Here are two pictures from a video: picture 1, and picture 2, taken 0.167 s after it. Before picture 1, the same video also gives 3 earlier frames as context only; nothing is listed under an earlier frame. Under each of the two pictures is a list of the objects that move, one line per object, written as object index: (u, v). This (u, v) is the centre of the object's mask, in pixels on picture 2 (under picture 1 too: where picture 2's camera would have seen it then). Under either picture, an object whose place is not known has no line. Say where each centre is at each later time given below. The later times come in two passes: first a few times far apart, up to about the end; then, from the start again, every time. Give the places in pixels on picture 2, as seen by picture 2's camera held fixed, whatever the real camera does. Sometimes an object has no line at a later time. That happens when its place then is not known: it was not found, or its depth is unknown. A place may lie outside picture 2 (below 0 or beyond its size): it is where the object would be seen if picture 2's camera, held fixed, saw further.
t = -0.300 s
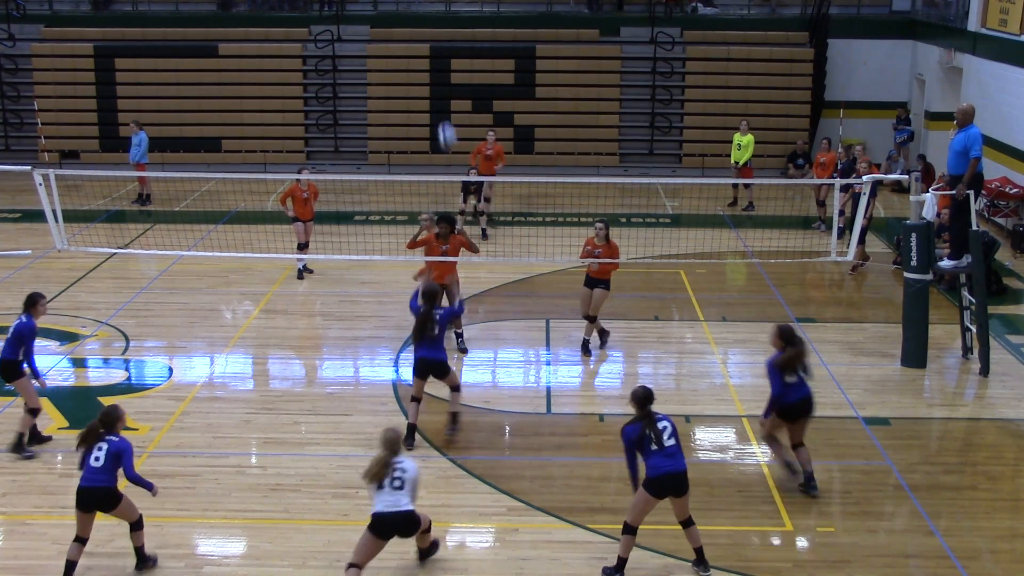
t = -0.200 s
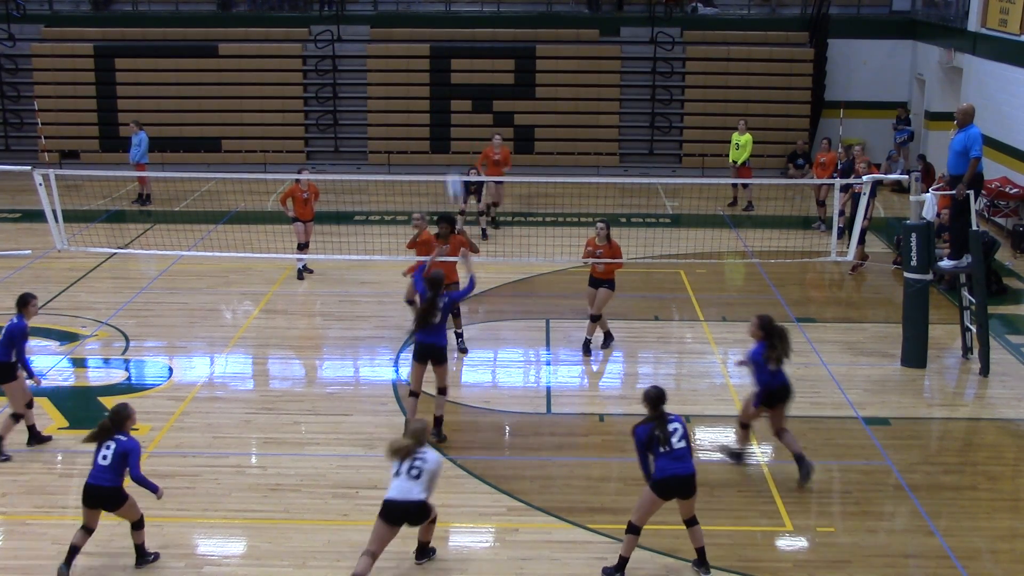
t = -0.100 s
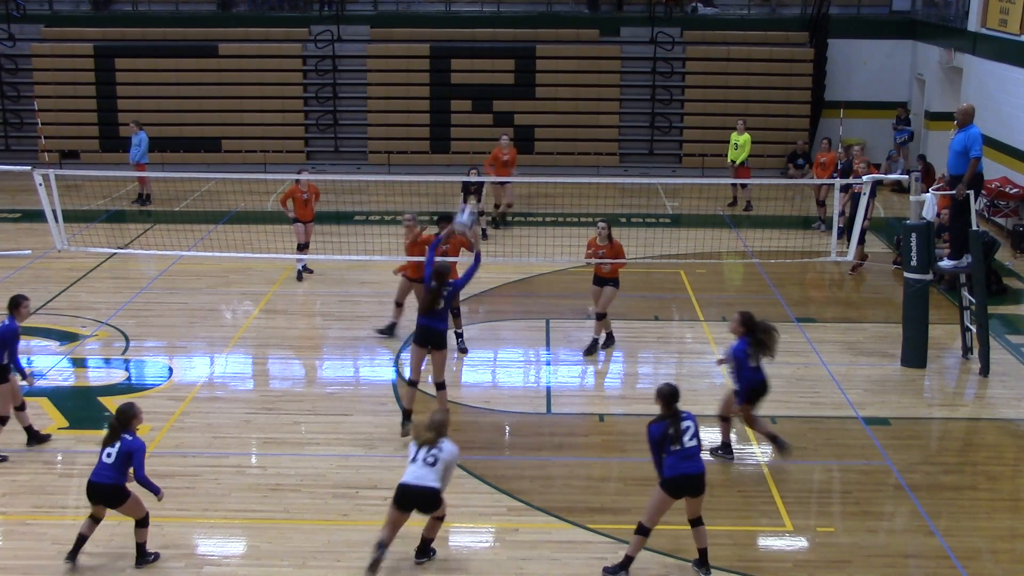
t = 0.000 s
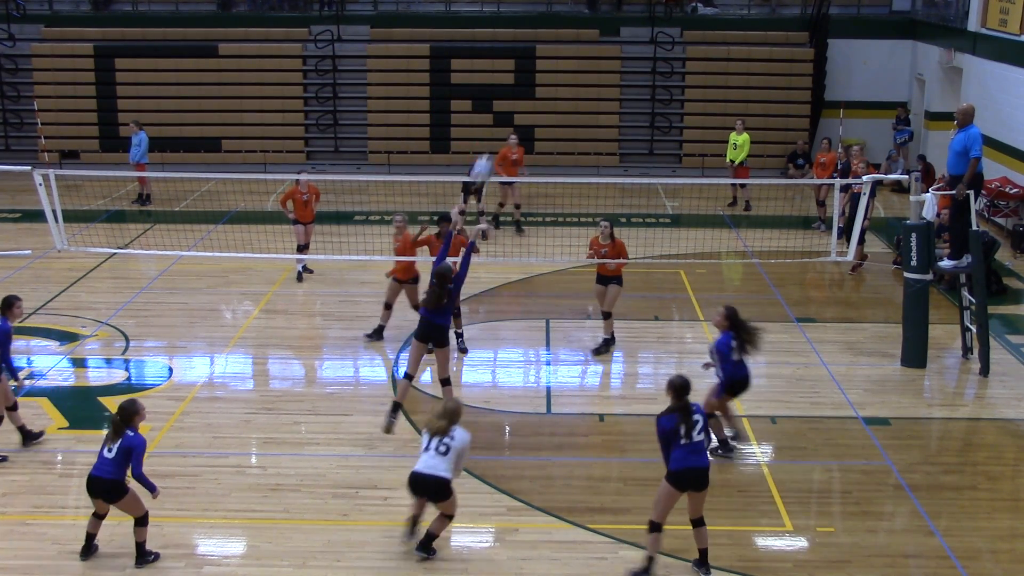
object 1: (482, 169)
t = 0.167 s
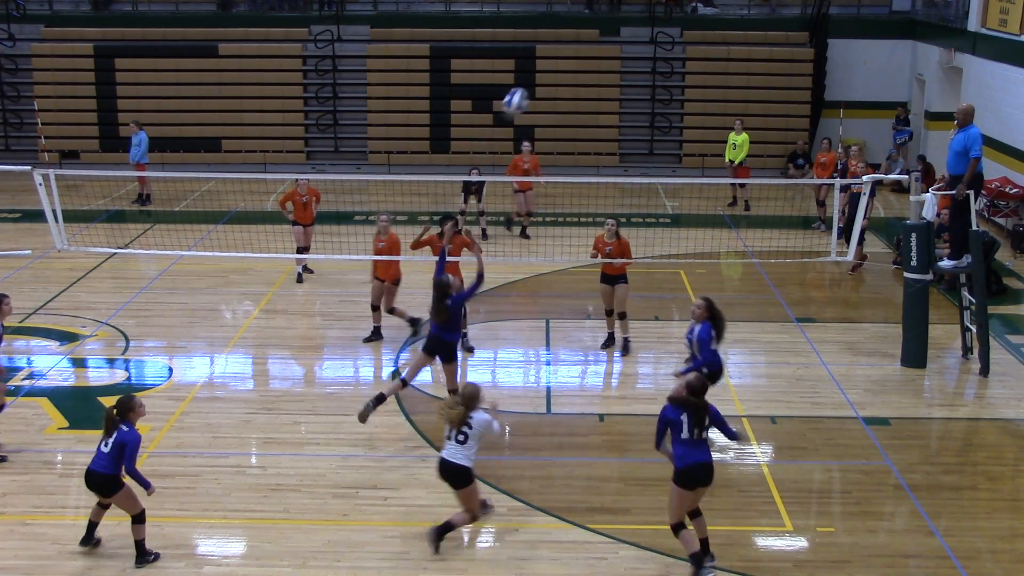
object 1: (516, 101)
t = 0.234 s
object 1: (529, 83)
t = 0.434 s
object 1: (574, 48)
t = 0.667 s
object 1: (632, 72)
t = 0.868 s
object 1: (687, 161)
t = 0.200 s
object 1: (522, 91)
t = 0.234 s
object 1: (529, 83)
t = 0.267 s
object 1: (535, 74)
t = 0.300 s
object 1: (543, 66)
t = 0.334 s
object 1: (550, 60)
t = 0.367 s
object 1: (559, 54)
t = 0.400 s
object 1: (566, 50)
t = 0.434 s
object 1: (574, 48)
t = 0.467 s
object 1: (582, 46)
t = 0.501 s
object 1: (590, 47)
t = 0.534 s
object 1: (598, 48)
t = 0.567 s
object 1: (606, 52)
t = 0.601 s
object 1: (615, 57)
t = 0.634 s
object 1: (623, 64)
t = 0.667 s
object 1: (632, 72)
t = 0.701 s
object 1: (642, 83)
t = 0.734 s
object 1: (651, 95)
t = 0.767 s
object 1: (660, 109)
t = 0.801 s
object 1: (668, 125)
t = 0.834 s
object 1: (677, 143)
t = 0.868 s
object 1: (687, 161)
